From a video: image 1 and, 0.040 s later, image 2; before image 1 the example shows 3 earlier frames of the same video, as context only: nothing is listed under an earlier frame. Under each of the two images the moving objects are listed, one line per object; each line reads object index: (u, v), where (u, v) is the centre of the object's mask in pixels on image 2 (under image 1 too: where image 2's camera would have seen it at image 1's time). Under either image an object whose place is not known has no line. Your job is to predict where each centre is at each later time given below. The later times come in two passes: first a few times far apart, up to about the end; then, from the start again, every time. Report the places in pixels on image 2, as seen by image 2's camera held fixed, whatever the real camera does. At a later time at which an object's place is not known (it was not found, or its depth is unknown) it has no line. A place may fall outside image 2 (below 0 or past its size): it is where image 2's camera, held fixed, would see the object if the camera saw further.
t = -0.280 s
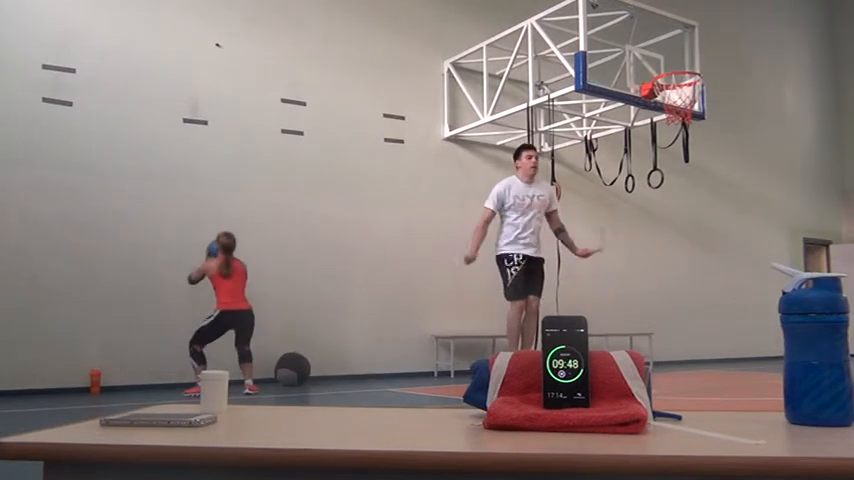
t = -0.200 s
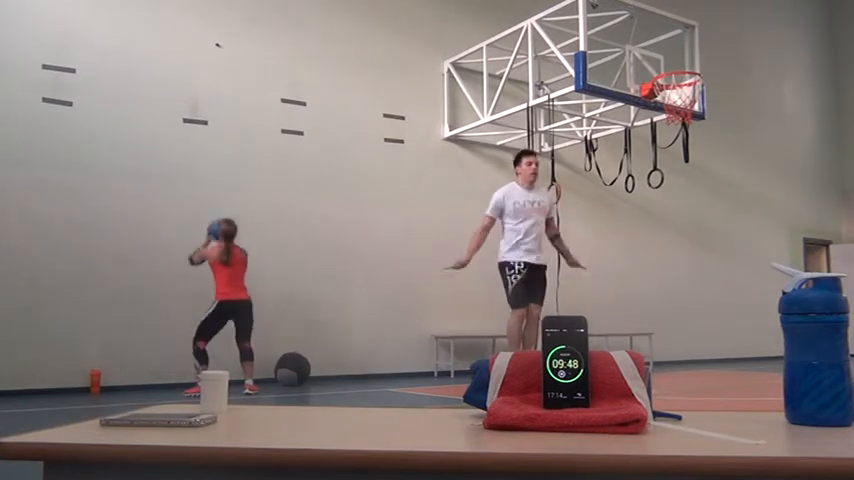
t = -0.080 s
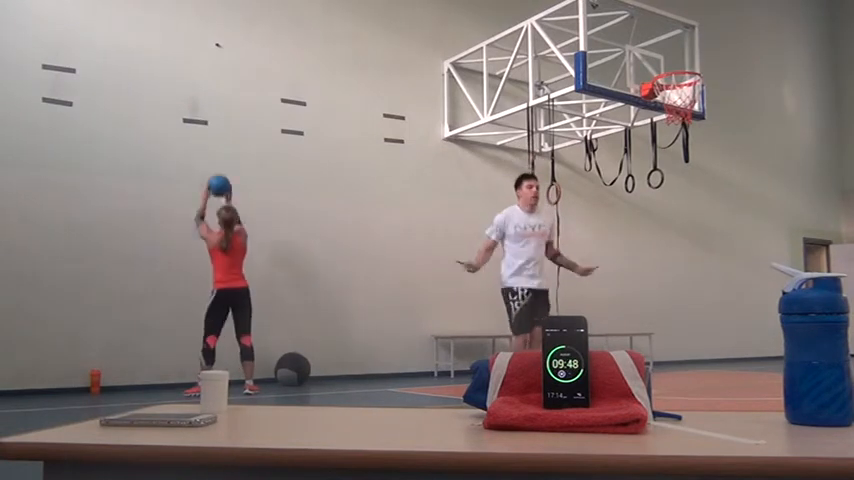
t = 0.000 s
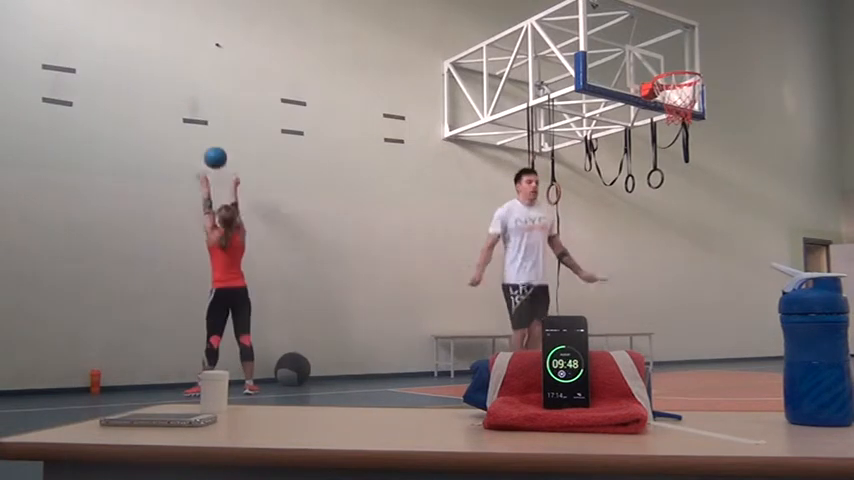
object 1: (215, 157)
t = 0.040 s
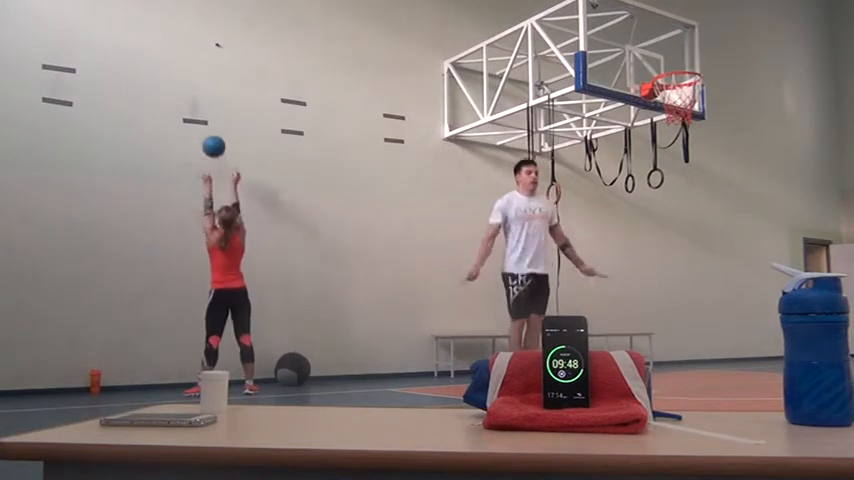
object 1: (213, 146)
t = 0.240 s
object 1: (205, 114)
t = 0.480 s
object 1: (213, 118)
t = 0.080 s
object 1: (212, 136)
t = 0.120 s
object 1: (210, 128)
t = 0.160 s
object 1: (209, 122)
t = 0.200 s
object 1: (207, 117)
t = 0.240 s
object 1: (205, 114)
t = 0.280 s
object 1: (205, 113)
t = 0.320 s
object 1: (206, 110)
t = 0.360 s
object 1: (208, 110)
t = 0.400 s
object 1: (209, 111)
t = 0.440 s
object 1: (211, 114)
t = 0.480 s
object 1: (213, 118)
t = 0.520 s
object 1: (214, 124)
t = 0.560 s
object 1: (216, 132)
